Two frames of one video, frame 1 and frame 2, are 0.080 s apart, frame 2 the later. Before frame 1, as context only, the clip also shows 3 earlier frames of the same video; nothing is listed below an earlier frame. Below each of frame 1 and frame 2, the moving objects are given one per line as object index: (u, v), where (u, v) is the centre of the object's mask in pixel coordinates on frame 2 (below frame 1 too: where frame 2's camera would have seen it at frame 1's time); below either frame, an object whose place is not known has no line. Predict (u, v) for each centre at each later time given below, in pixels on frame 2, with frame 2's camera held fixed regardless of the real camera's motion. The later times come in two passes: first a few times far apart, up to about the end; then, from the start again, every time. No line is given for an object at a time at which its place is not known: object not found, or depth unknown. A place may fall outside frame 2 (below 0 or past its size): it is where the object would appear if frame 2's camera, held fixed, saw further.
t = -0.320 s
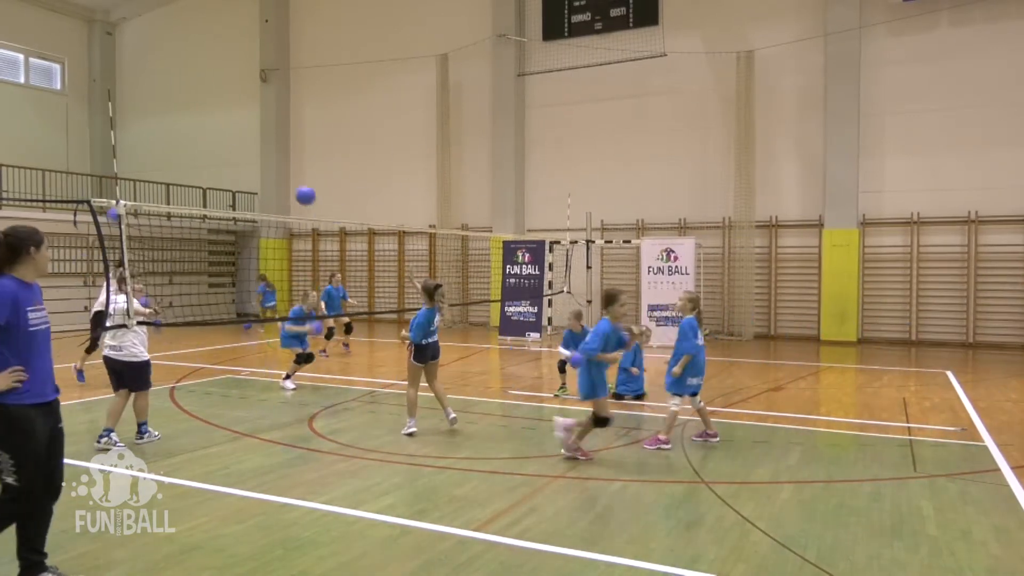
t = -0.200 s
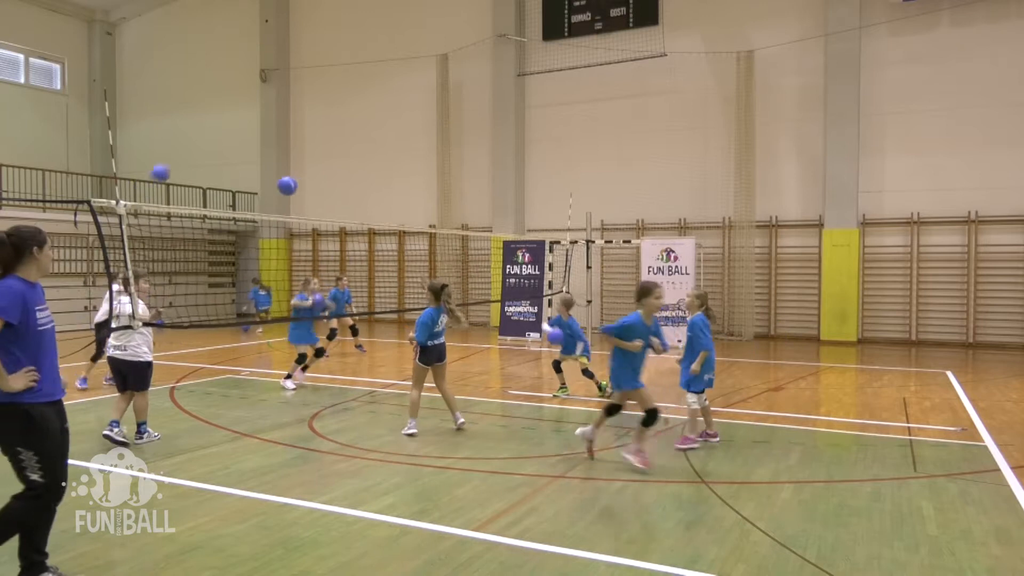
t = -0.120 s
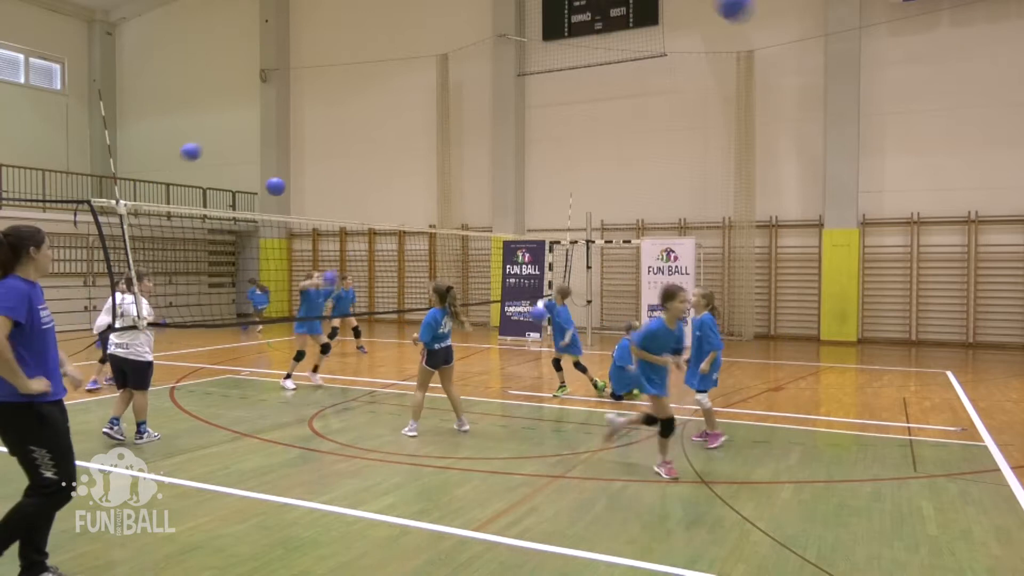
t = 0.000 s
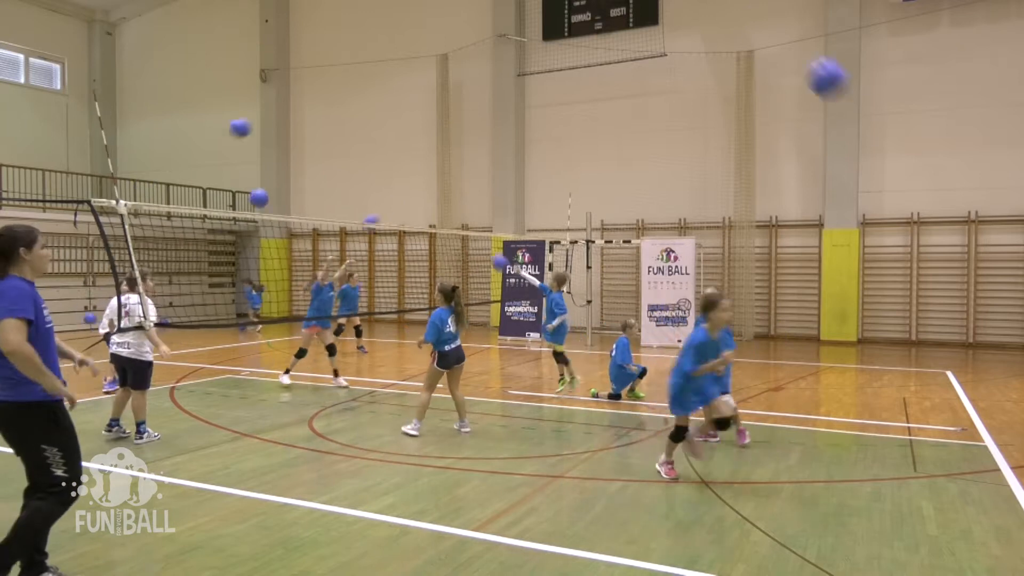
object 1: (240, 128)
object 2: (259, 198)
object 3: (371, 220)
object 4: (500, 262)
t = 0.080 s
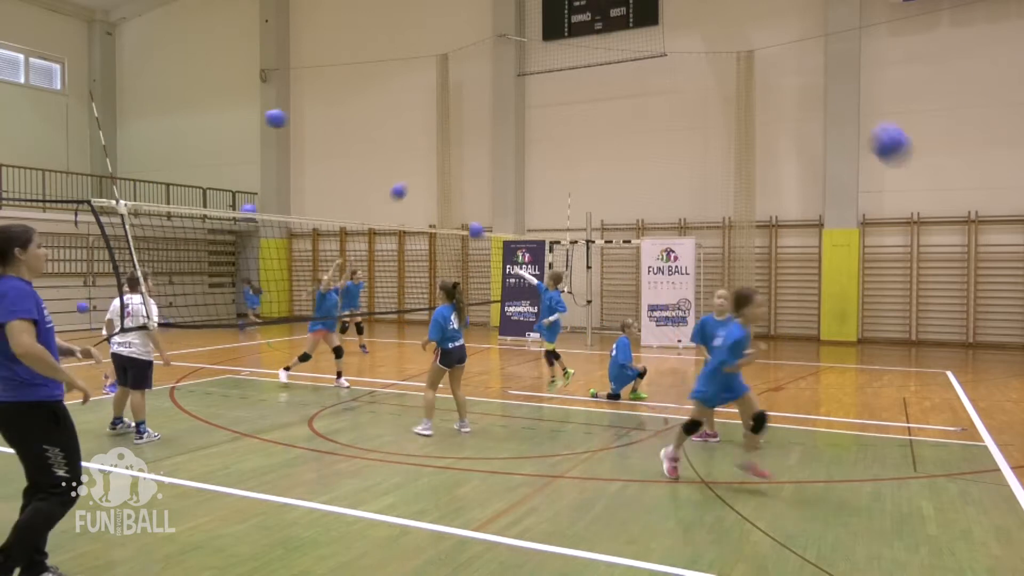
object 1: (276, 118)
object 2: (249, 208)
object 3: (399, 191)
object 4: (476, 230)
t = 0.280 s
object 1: (372, 122)
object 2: (225, 270)
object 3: (466, 136)
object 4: (423, 182)
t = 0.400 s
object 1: (438, 146)
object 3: (506, 120)
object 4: (394, 170)
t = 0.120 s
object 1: (294, 116)
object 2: (244, 223)
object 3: (412, 178)
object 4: (465, 218)
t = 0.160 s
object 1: (313, 115)
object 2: (239, 231)
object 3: (426, 165)
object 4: (453, 206)
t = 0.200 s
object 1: (332, 116)
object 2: (234, 245)
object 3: (440, 154)
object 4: (443, 196)
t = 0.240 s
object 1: (352, 118)
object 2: (230, 257)
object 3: (453, 145)
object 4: (433, 189)
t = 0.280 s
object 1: (372, 122)
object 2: (225, 270)
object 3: (466, 136)
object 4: (423, 182)
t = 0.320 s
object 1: (394, 128)
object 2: (221, 286)
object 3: (479, 129)
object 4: (413, 177)
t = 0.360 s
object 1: (415, 136)
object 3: (493, 124)
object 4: (403, 173)
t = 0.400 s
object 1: (438, 146)
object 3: (506, 120)
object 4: (394, 170)
